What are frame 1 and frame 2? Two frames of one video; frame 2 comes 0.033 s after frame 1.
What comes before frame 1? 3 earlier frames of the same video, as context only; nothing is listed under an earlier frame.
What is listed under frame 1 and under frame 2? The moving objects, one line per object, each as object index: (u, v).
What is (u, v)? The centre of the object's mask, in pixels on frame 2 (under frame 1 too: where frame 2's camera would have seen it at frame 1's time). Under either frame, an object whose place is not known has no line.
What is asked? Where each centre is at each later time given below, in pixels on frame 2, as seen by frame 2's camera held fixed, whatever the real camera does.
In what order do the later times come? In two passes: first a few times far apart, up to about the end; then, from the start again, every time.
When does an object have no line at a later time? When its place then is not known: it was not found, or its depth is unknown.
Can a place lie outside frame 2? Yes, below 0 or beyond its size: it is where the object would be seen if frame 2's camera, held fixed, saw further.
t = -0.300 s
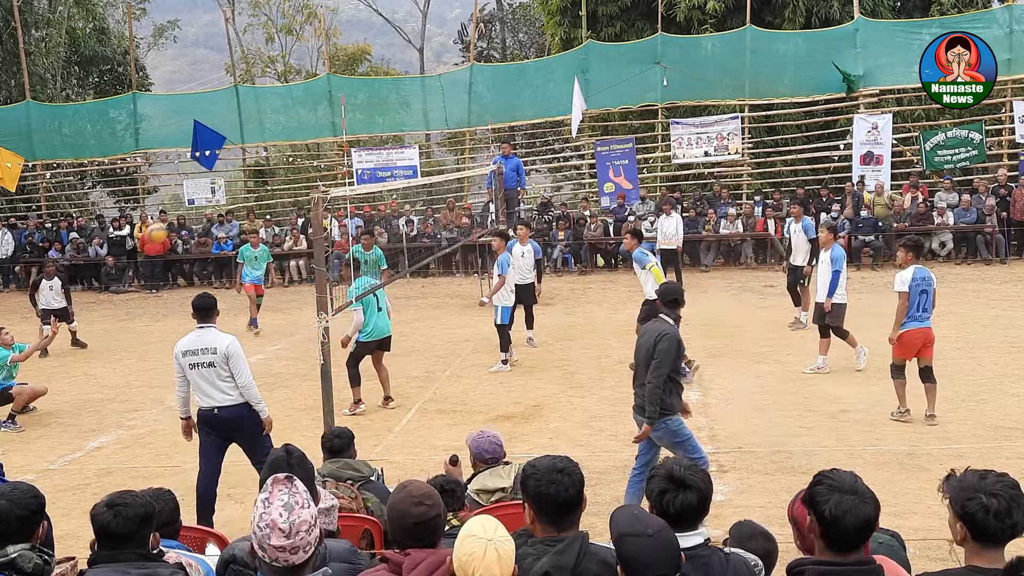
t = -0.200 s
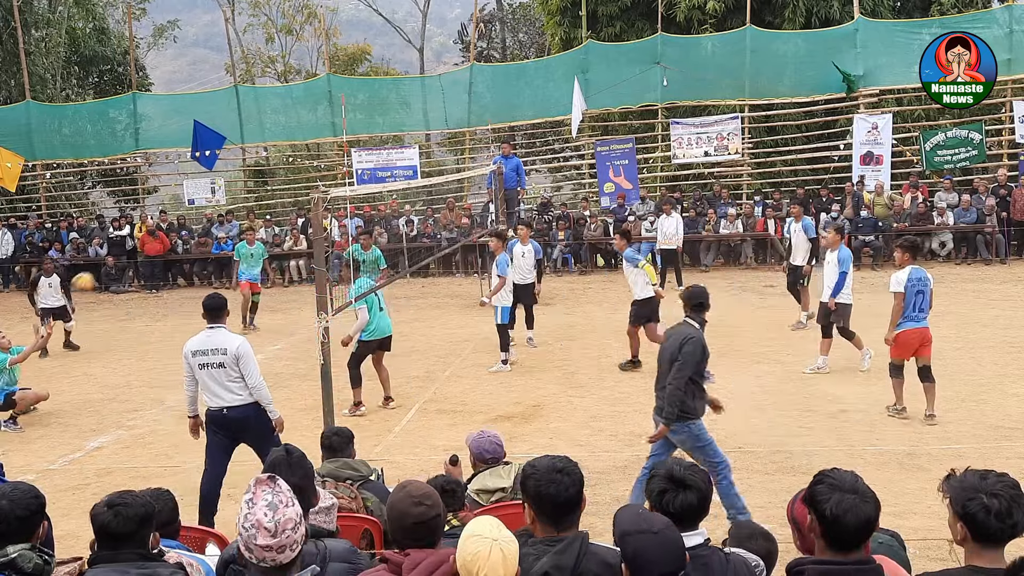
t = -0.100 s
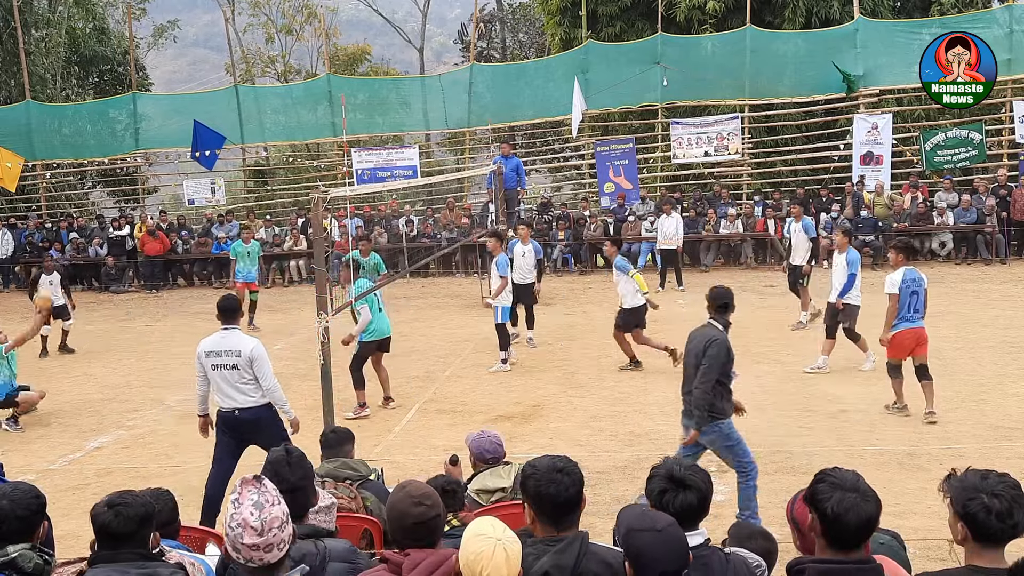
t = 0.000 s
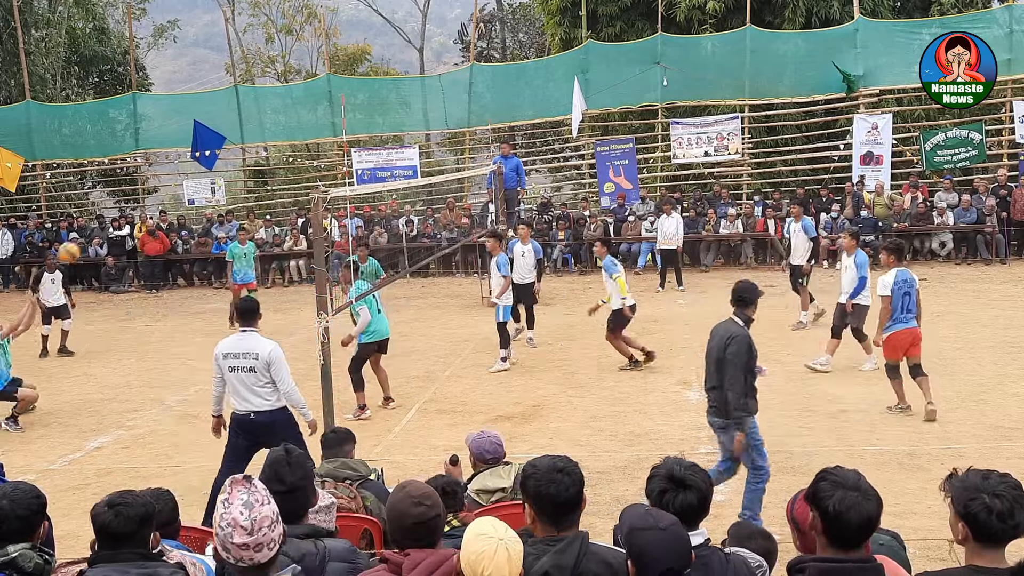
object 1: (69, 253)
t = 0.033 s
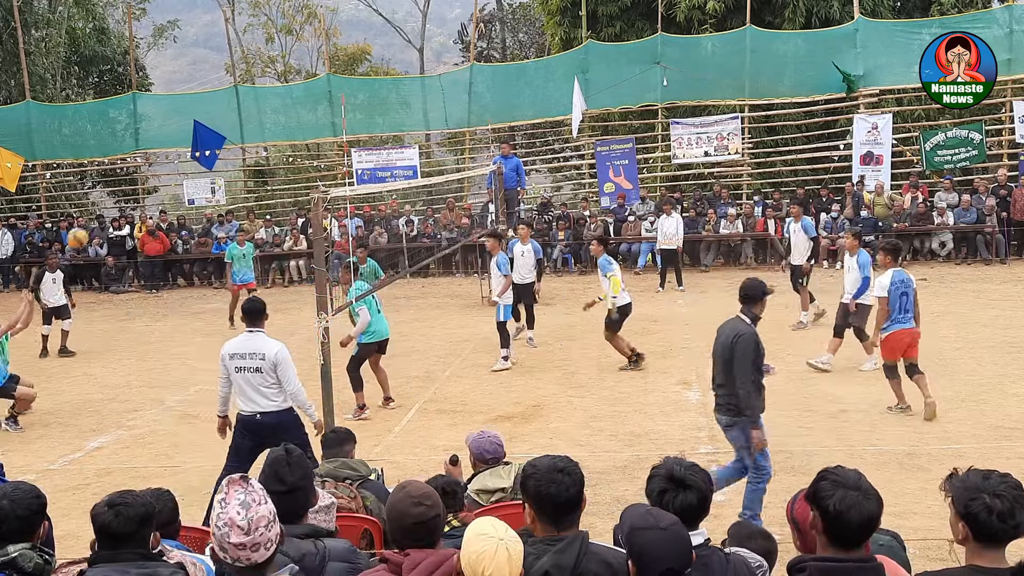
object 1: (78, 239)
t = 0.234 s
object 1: (130, 175)
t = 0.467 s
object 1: (197, 151)
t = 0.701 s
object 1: (264, 176)
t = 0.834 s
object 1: (304, 212)
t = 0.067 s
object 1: (86, 225)
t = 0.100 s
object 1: (95, 213)
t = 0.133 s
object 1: (103, 202)
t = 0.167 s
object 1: (113, 192)
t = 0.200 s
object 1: (122, 183)
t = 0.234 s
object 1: (130, 175)
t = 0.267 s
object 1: (141, 169)
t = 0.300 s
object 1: (150, 162)
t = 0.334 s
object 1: (158, 159)
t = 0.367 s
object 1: (170, 154)
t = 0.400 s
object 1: (179, 152)
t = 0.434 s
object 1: (189, 151)
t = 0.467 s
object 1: (197, 151)
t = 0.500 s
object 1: (207, 151)
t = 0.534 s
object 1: (216, 152)
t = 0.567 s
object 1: (225, 155)
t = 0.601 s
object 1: (237, 159)
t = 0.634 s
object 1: (246, 164)
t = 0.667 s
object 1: (256, 169)
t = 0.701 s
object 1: (264, 176)
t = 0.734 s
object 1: (275, 184)
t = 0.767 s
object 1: (285, 192)
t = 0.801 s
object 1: (296, 202)
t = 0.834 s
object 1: (304, 212)
